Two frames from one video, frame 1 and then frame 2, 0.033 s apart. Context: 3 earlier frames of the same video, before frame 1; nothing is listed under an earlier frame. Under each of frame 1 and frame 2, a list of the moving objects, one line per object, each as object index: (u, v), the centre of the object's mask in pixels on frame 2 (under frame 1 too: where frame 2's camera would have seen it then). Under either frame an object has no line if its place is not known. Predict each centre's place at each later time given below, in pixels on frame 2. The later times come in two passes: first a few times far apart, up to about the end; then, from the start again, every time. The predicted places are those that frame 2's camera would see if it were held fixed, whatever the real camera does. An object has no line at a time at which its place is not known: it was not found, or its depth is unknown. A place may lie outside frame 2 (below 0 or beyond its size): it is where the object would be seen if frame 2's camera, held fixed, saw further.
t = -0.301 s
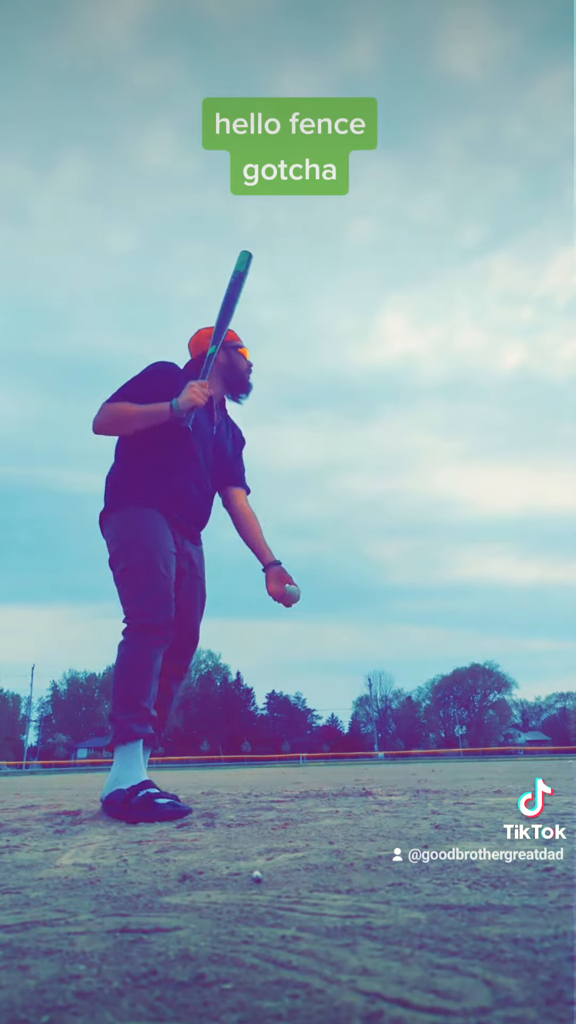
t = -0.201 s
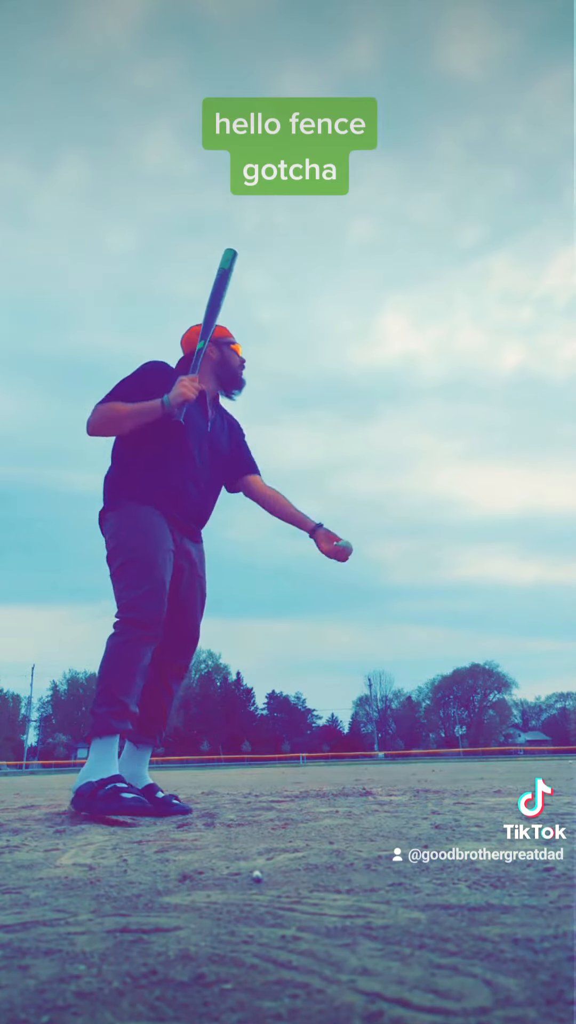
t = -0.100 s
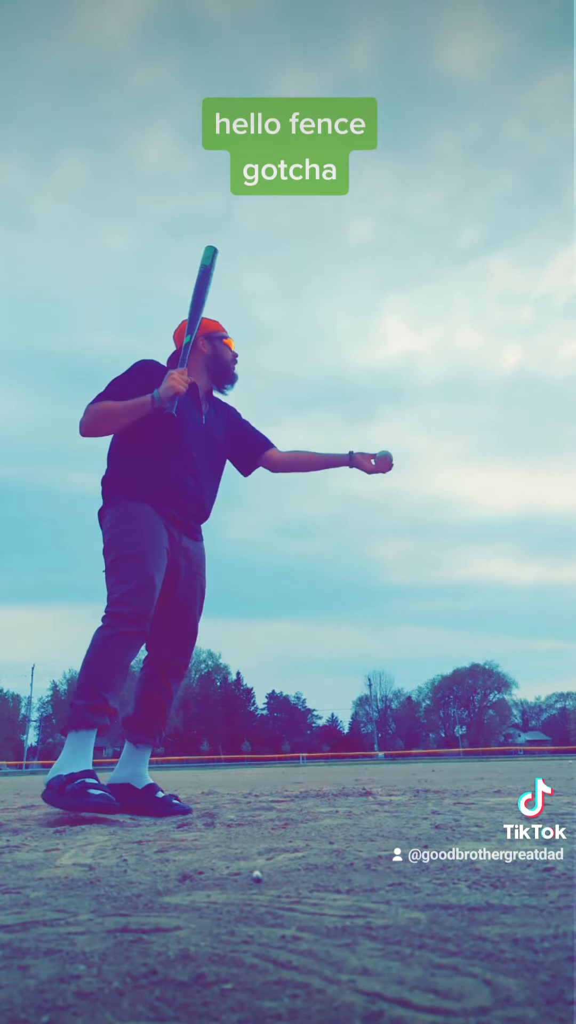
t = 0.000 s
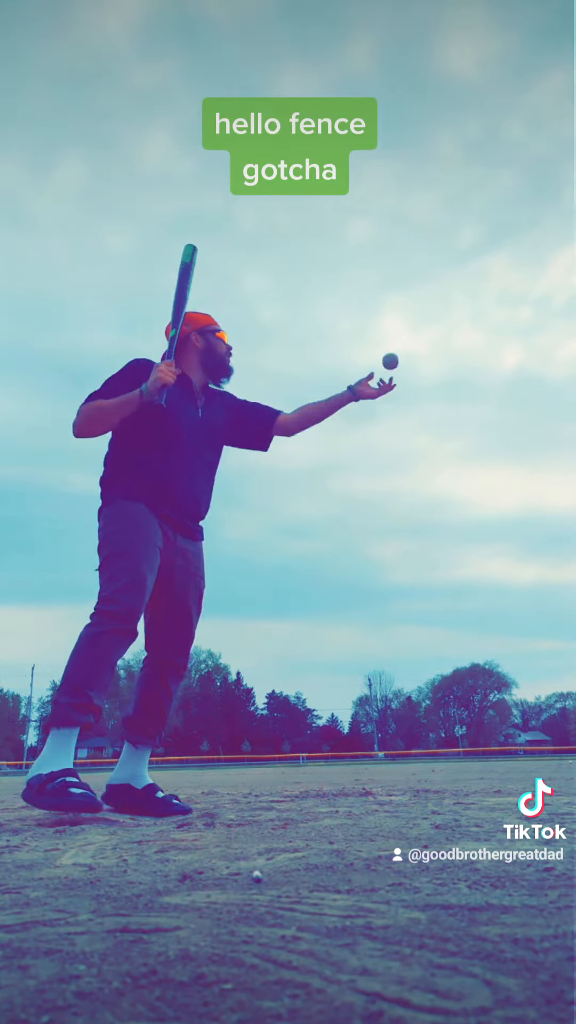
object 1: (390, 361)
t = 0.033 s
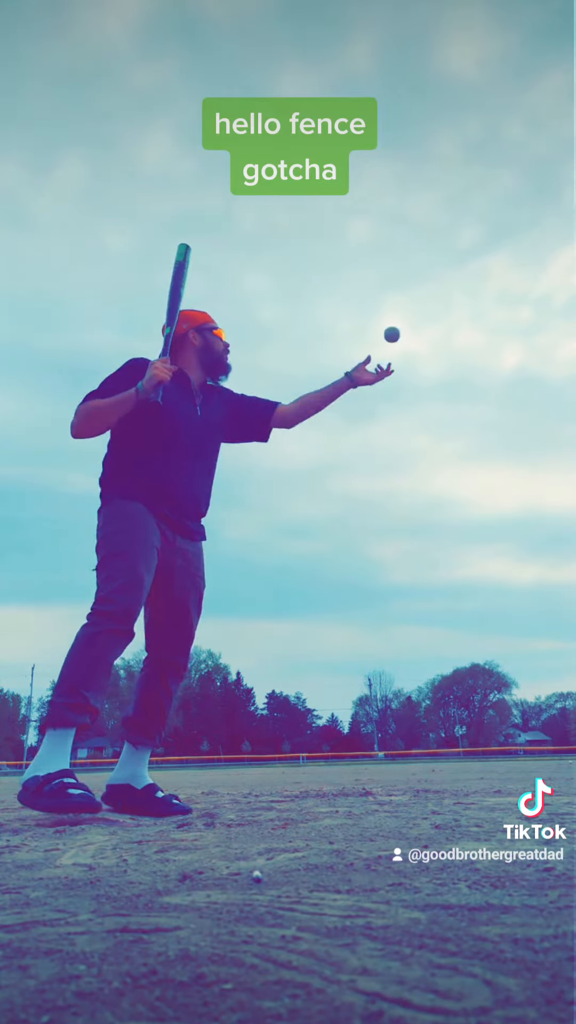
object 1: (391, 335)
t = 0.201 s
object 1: (402, 241)
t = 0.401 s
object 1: (418, 200)
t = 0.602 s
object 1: (443, 230)
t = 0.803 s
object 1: (476, 335)
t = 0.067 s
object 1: (393, 311)
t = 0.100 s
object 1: (395, 290)
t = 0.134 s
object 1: (397, 271)
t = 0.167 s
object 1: (399, 255)
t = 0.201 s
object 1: (402, 241)
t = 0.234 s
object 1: (404, 229)
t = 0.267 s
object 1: (406, 219)
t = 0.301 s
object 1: (409, 211)
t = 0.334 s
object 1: (412, 206)
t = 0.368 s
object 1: (415, 202)
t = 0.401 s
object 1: (418, 200)
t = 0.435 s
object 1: (422, 200)
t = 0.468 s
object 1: (426, 202)
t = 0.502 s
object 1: (430, 206)
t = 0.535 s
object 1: (434, 212)
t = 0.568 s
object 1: (438, 220)
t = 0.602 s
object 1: (443, 230)
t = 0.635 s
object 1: (447, 242)
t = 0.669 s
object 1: (453, 256)
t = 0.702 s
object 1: (458, 272)
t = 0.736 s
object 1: (464, 291)
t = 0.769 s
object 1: (470, 312)
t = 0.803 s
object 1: (476, 335)
